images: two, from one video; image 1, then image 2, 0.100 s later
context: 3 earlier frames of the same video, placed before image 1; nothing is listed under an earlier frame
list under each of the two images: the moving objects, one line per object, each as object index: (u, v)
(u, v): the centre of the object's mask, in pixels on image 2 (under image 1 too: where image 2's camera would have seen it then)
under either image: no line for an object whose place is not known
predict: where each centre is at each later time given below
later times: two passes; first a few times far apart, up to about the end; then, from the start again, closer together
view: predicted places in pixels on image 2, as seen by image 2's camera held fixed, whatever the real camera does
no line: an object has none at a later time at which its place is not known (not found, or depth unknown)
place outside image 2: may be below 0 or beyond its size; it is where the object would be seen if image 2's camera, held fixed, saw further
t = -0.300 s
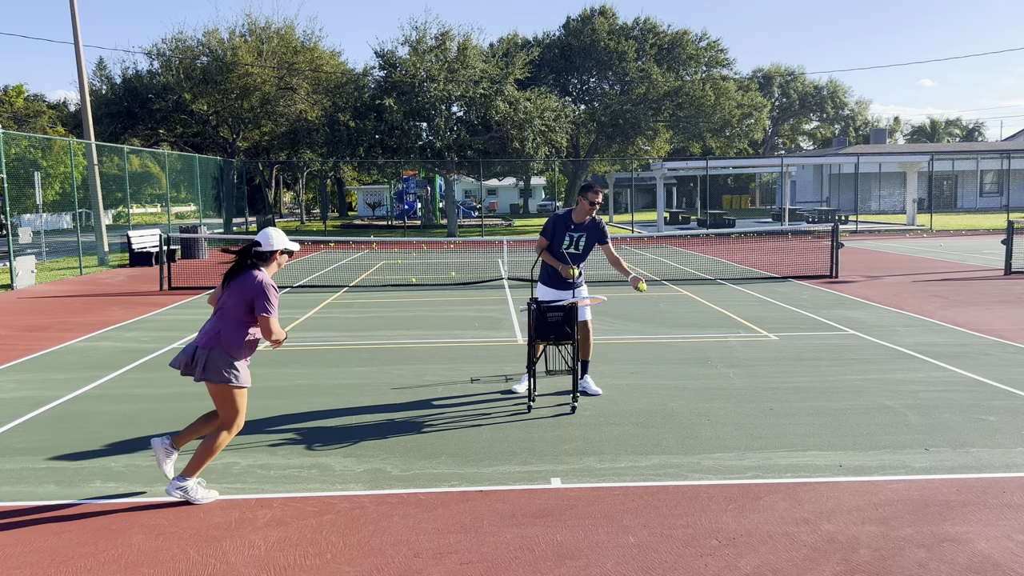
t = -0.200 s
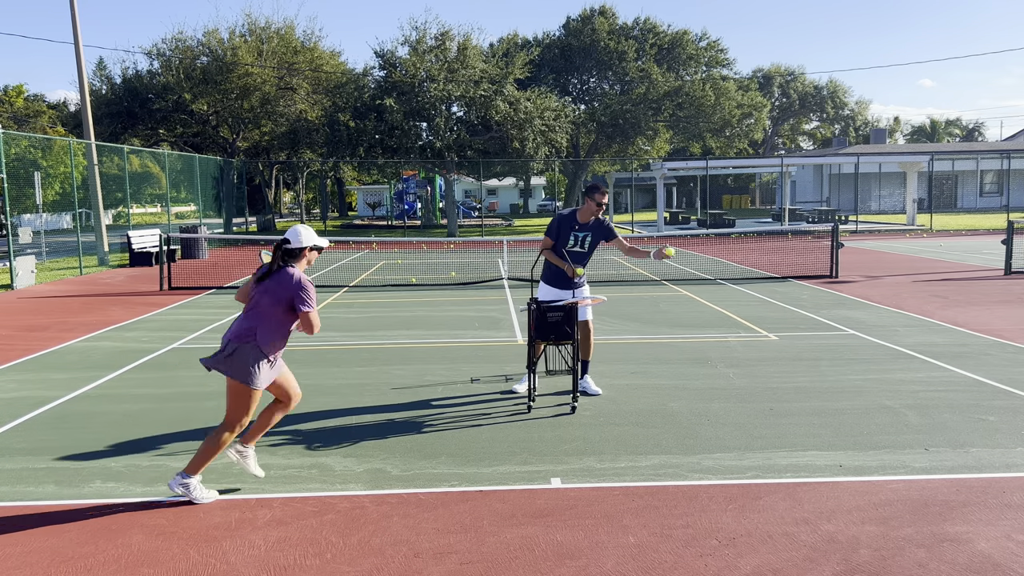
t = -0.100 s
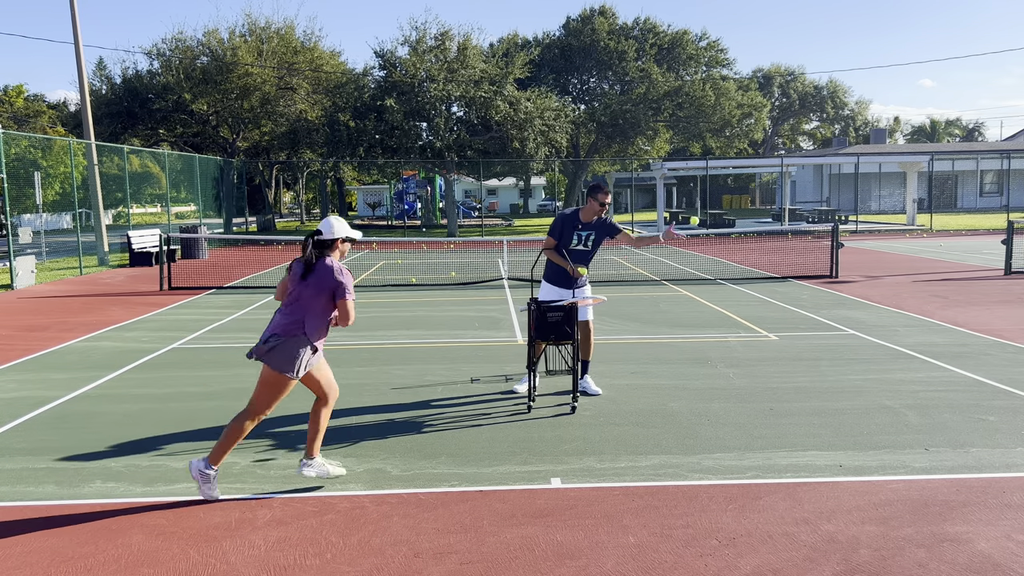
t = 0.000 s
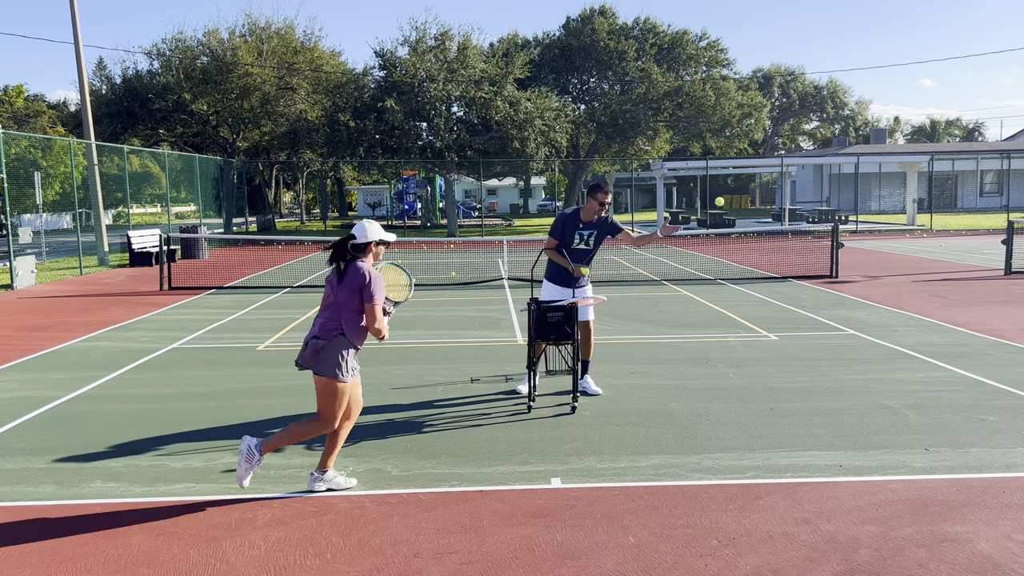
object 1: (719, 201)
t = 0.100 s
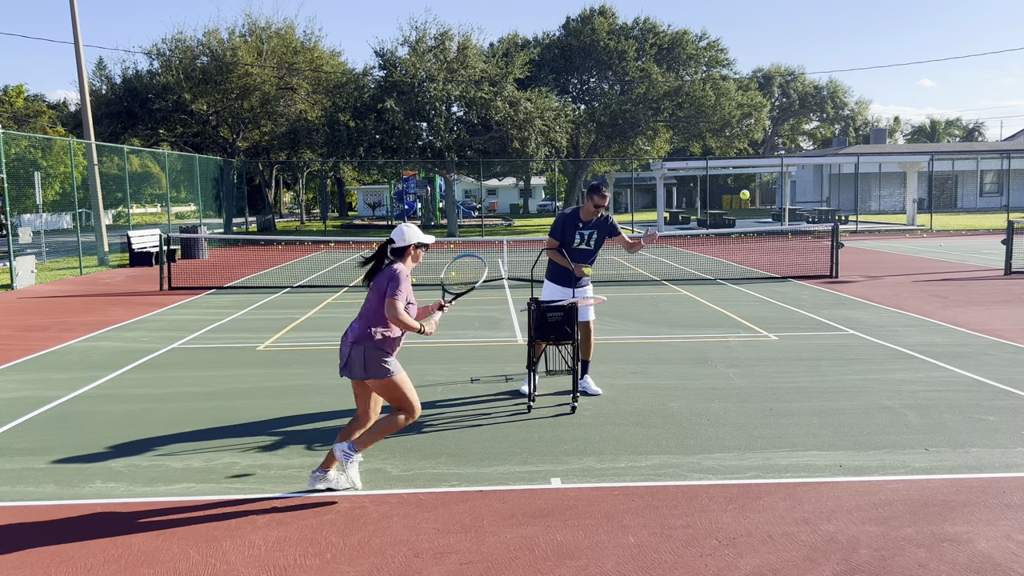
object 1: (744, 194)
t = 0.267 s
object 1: (786, 211)
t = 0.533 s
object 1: (854, 313)
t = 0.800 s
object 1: (911, 364)
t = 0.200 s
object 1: (770, 200)
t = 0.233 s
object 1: (778, 205)
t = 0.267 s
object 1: (786, 211)
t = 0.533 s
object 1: (854, 313)
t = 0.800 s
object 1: (911, 364)
